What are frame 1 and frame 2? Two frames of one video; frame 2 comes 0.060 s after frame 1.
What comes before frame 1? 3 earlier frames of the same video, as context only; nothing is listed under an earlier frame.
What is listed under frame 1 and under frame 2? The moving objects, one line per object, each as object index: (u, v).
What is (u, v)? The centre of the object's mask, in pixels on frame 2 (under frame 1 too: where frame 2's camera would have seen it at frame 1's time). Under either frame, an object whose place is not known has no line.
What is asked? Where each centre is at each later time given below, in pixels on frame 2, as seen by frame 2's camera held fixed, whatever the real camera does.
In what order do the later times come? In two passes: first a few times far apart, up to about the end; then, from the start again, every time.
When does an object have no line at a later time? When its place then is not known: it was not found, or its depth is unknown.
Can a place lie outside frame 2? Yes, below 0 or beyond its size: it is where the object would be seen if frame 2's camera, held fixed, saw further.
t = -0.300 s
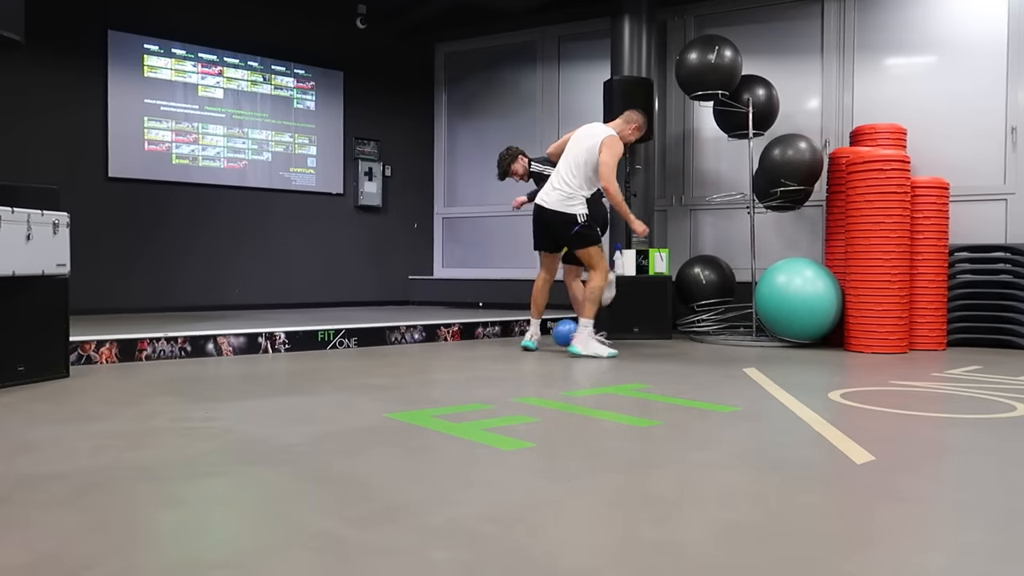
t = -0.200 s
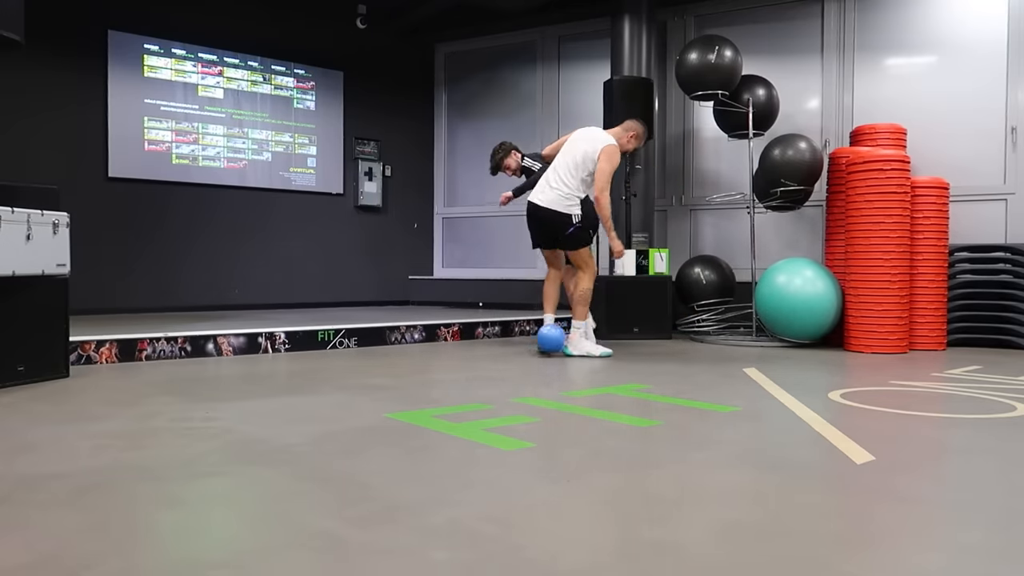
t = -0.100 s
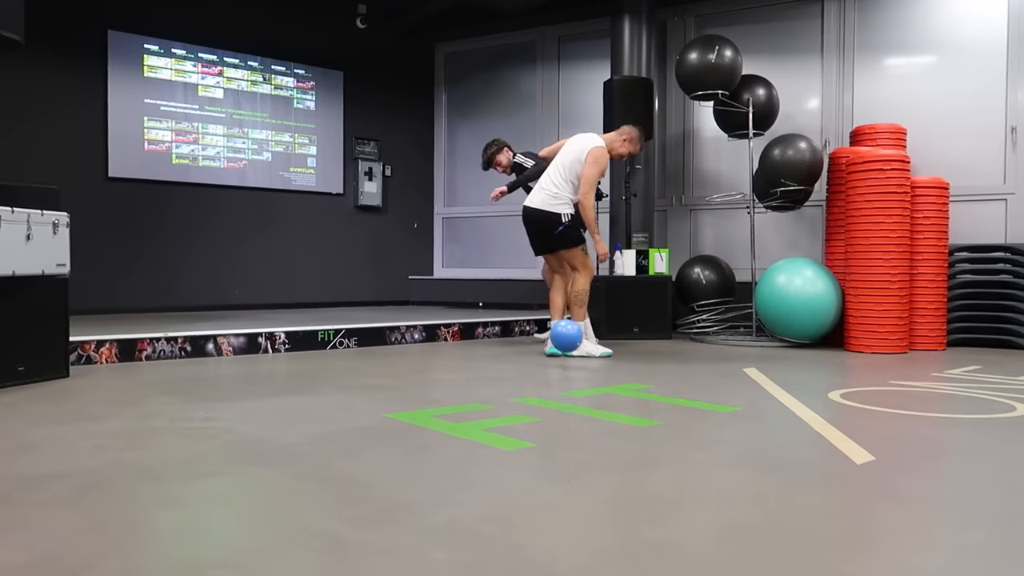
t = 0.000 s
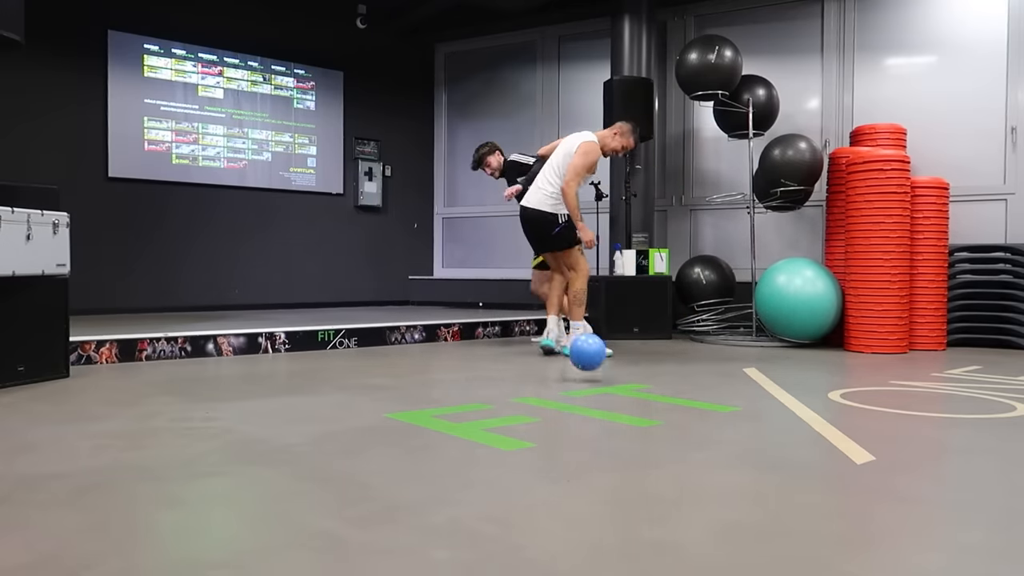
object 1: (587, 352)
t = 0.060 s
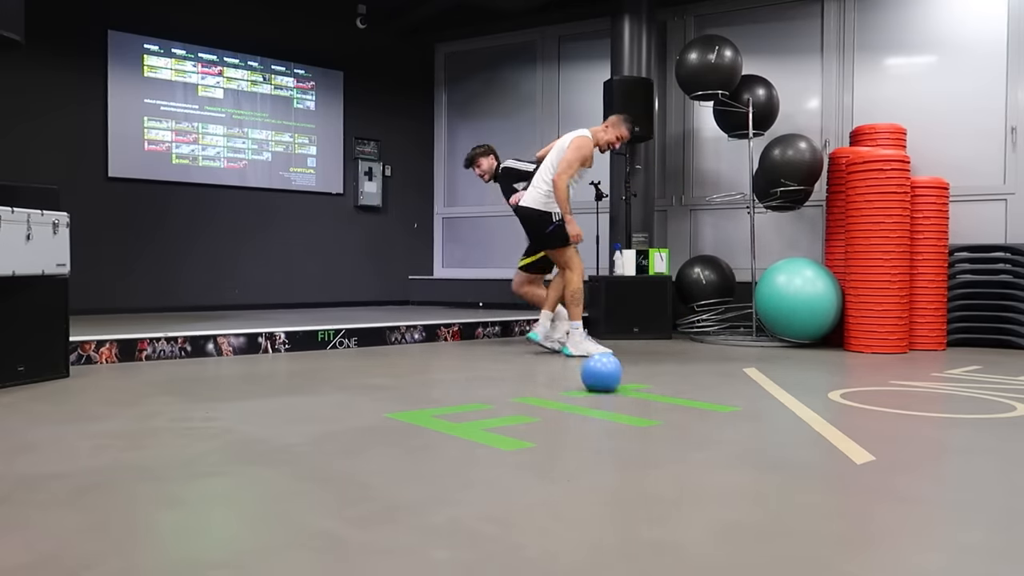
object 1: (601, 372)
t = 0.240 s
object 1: (631, 365)
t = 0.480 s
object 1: (686, 411)
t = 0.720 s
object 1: (779, 468)
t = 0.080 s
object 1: (605, 373)
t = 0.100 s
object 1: (607, 370)
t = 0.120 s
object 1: (610, 367)
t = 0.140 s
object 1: (613, 365)
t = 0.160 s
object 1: (616, 363)
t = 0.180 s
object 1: (620, 362)
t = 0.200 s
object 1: (624, 362)
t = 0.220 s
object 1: (627, 363)
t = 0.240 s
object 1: (631, 365)
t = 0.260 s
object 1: (635, 369)
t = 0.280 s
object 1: (639, 375)
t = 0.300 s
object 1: (642, 381)
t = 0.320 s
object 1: (646, 388)
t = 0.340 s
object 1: (651, 396)
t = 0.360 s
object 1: (656, 406)
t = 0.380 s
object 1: (661, 410)
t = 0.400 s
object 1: (666, 408)
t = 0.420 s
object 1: (671, 406)
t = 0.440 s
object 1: (676, 406)
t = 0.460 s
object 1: (681, 408)
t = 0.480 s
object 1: (686, 411)
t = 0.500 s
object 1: (692, 415)
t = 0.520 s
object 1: (698, 419)
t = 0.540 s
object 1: (704, 425)
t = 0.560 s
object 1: (711, 434)
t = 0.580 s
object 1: (718, 444)
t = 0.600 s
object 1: (725, 455)
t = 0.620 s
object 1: (734, 457)
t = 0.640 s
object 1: (742, 456)
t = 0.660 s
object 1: (750, 457)
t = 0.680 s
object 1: (759, 460)
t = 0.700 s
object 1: (768, 463)
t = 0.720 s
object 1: (779, 468)
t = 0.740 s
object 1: (790, 475)
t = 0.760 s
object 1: (802, 486)
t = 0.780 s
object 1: (815, 499)
